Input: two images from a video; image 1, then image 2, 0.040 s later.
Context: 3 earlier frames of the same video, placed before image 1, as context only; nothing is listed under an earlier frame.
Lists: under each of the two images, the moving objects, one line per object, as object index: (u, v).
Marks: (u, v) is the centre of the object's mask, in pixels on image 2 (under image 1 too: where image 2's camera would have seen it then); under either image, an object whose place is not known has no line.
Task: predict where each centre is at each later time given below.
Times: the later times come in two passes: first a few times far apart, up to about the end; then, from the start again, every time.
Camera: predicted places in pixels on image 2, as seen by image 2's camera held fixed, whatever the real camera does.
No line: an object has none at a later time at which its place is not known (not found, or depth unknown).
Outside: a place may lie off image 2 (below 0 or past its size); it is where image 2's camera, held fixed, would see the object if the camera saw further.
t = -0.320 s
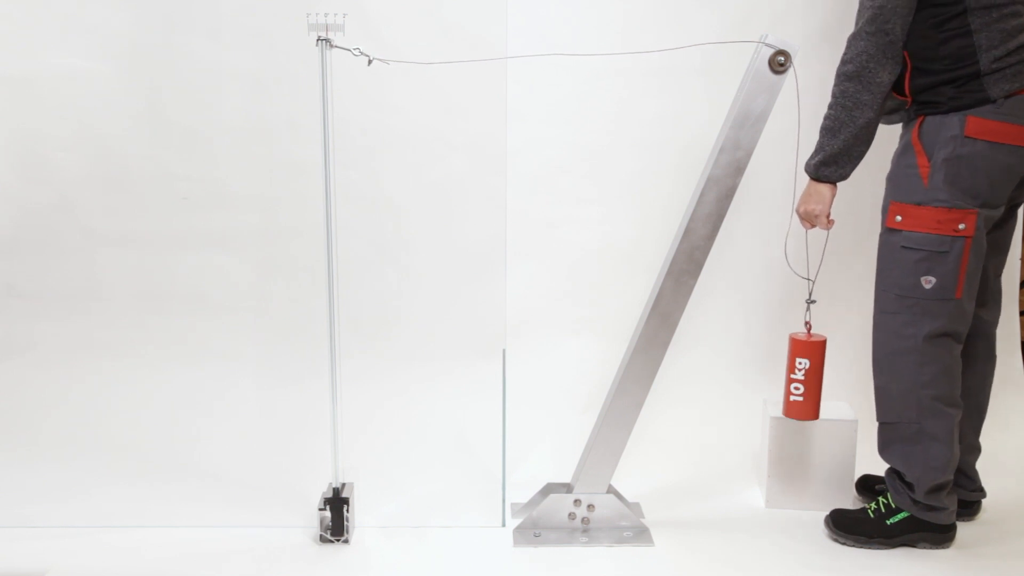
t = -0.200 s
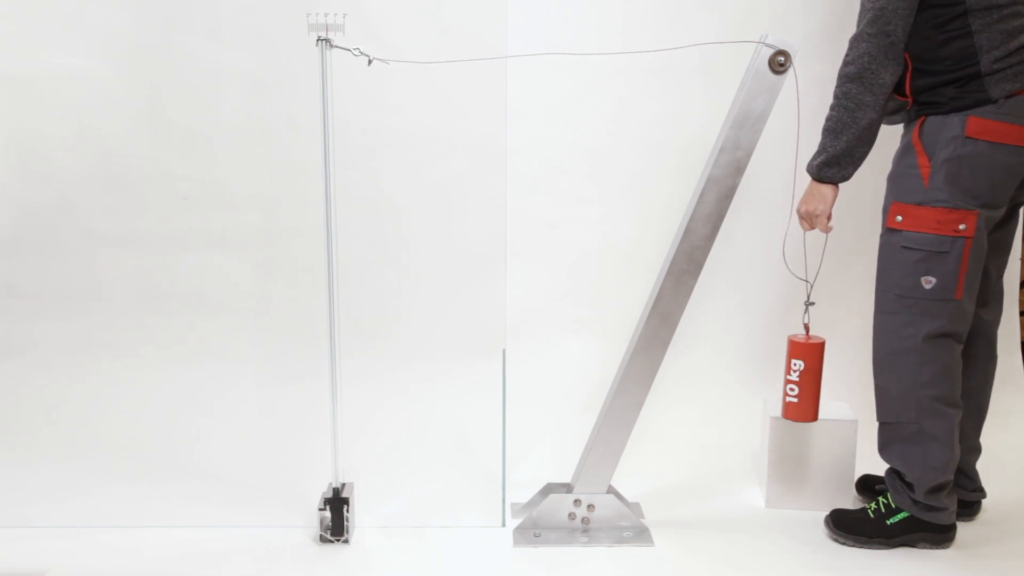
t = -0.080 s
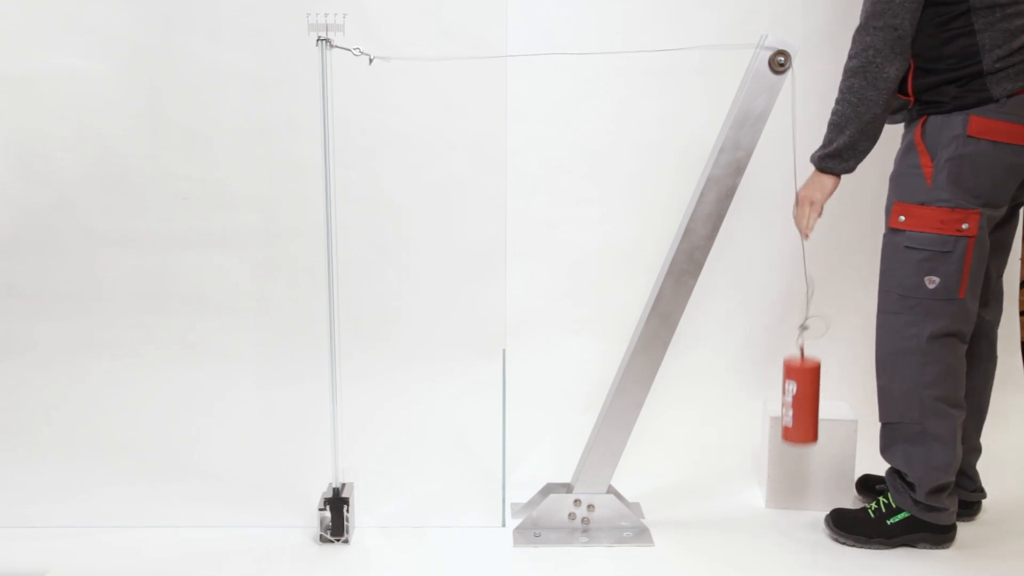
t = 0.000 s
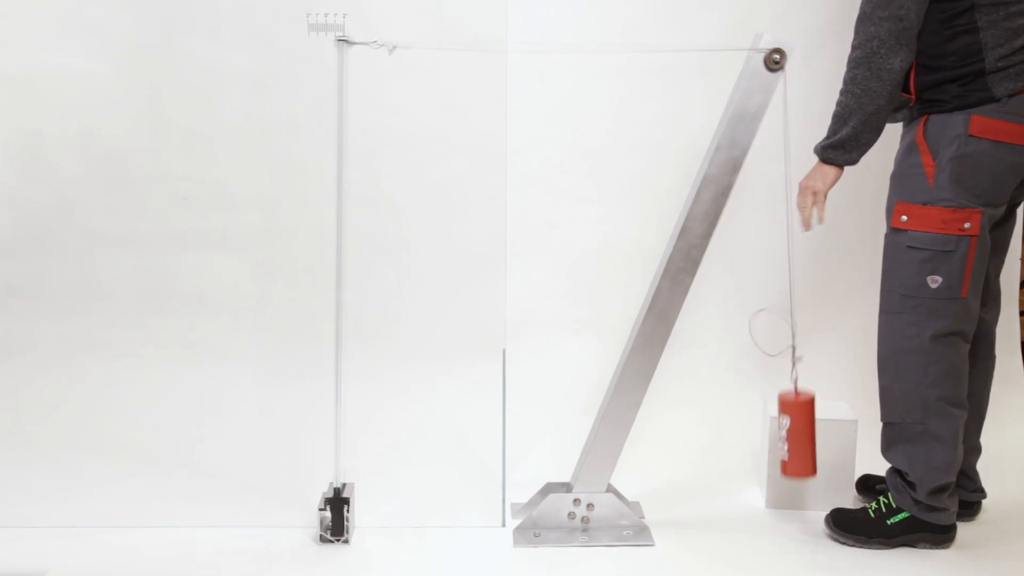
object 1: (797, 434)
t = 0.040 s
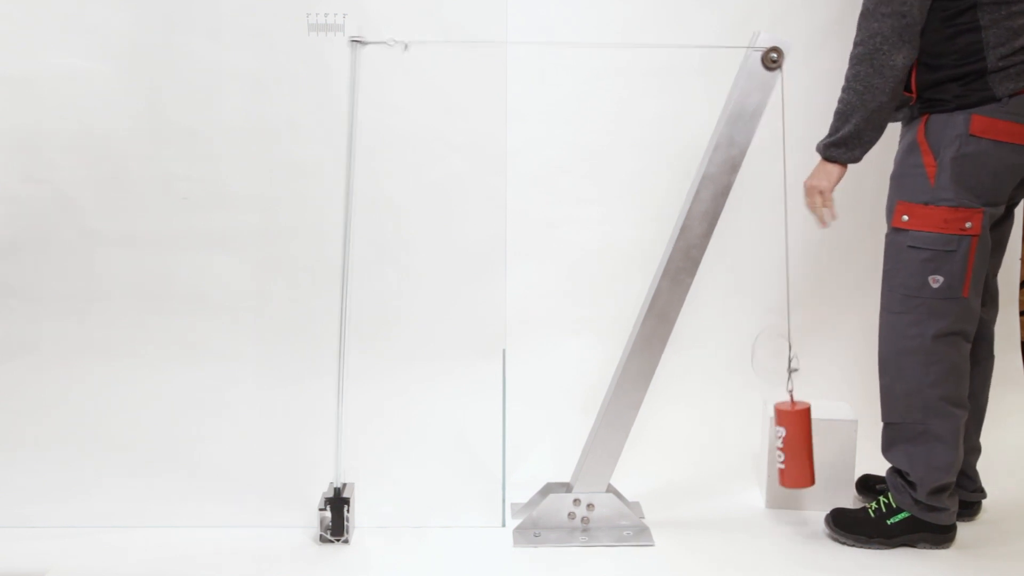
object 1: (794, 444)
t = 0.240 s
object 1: (772, 400)
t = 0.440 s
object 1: (744, 426)
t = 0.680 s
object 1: (731, 401)
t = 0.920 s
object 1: (734, 420)
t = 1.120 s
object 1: (754, 415)
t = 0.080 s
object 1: (790, 444)
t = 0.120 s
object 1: (786, 434)
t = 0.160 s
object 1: (782, 421)
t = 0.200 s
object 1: (777, 408)
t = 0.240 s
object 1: (772, 400)
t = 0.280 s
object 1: (766, 397)
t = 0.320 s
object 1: (761, 400)
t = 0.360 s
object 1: (755, 407)
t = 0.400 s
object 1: (750, 417)
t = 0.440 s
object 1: (744, 426)
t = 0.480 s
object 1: (740, 430)
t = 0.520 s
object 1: (737, 427)
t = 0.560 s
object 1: (735, 420)
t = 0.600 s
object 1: (733, 411)
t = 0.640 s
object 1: (732, 405)
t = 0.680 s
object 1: (731, 401)
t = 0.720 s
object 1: (730, 402)
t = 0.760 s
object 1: (730, 406)
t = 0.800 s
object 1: (729, 412)
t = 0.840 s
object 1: (730, 418)
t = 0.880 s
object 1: (731, 421)
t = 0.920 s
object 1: (734, 420)
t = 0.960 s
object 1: (737, 418)
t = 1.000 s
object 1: (741, 415)
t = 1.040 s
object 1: (745, 414)
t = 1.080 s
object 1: (750, 414)
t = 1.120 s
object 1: (754, 415)
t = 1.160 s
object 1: (759, 418)
